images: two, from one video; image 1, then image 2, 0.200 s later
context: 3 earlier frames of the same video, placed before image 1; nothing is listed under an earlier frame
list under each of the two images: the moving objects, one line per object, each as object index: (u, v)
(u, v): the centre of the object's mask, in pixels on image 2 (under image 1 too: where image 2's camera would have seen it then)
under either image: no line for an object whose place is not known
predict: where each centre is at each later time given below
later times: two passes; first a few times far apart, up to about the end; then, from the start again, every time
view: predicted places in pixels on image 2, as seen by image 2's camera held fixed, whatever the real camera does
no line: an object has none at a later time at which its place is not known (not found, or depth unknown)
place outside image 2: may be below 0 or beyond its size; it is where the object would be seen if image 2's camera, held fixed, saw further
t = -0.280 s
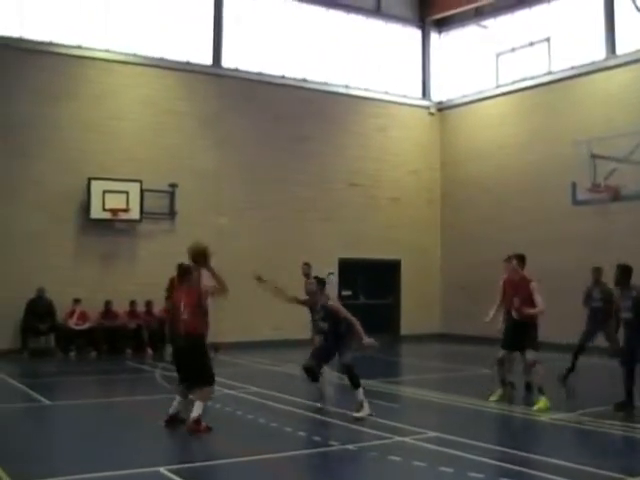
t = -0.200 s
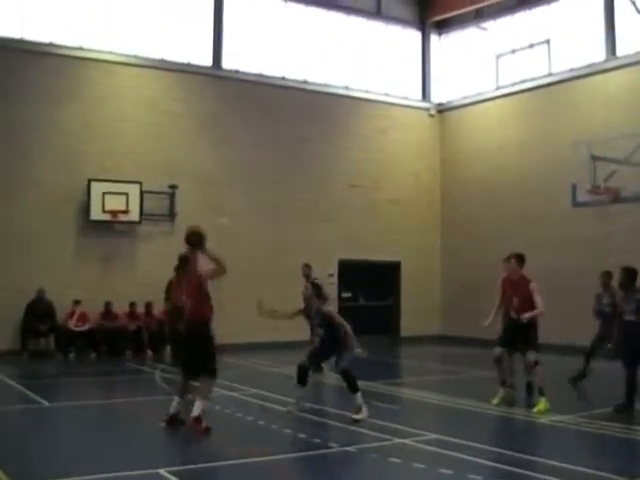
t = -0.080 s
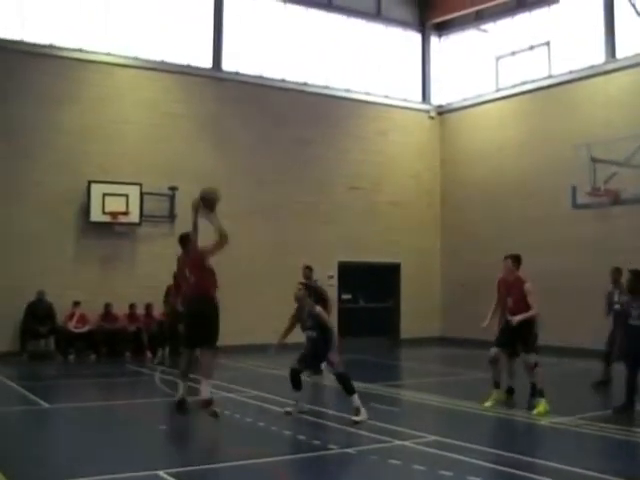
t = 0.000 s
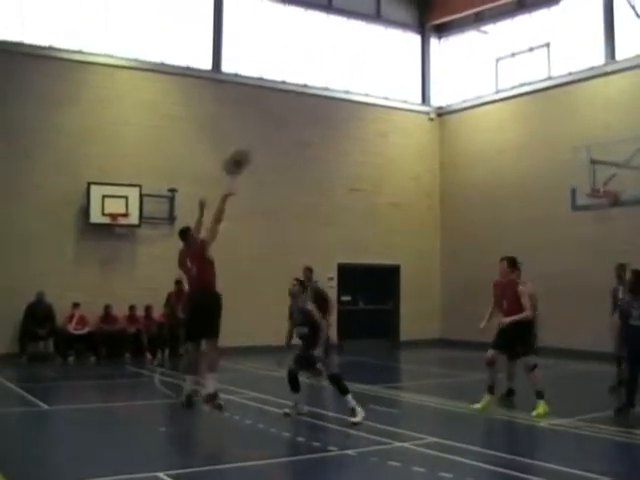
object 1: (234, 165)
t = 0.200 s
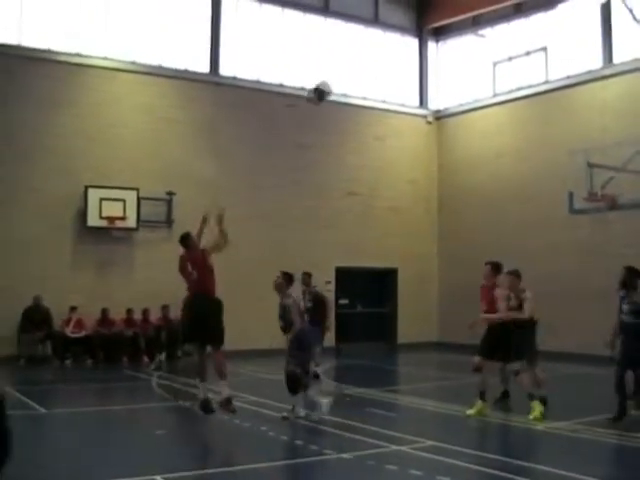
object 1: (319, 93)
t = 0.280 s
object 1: (349, 74)
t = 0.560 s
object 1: (438, 54)
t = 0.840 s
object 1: (512, 87)
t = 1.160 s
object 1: (588, 175)
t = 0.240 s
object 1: (334, 83)
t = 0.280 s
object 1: (349, 74)
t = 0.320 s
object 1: (363, 68)
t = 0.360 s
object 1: (377, 63)
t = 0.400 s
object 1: (390, 59)
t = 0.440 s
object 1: (403, 56)
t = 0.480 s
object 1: (414, 55)
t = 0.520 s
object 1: (428, 54)
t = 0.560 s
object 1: (438, 54)
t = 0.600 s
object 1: (449, 57)
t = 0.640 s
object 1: (460, 59)
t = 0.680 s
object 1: (471, 63)
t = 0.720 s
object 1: (482, 68)
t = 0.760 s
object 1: (492, 73)
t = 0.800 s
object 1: (503, 80)
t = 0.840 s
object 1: (512, 87)
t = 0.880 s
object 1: (522, 95)
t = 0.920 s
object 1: (532, 105)
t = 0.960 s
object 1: (541, 114)
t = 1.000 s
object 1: (550, 124)
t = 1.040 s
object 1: (559, 135)
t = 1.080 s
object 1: (569, 147)
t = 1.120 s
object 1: (578, 159)
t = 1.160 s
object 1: (588, 175)
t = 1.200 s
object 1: (597, 187)
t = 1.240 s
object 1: (600, 191)
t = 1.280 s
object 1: (598, 184)
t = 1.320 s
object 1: (596, 178)
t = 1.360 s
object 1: (593, 171)
